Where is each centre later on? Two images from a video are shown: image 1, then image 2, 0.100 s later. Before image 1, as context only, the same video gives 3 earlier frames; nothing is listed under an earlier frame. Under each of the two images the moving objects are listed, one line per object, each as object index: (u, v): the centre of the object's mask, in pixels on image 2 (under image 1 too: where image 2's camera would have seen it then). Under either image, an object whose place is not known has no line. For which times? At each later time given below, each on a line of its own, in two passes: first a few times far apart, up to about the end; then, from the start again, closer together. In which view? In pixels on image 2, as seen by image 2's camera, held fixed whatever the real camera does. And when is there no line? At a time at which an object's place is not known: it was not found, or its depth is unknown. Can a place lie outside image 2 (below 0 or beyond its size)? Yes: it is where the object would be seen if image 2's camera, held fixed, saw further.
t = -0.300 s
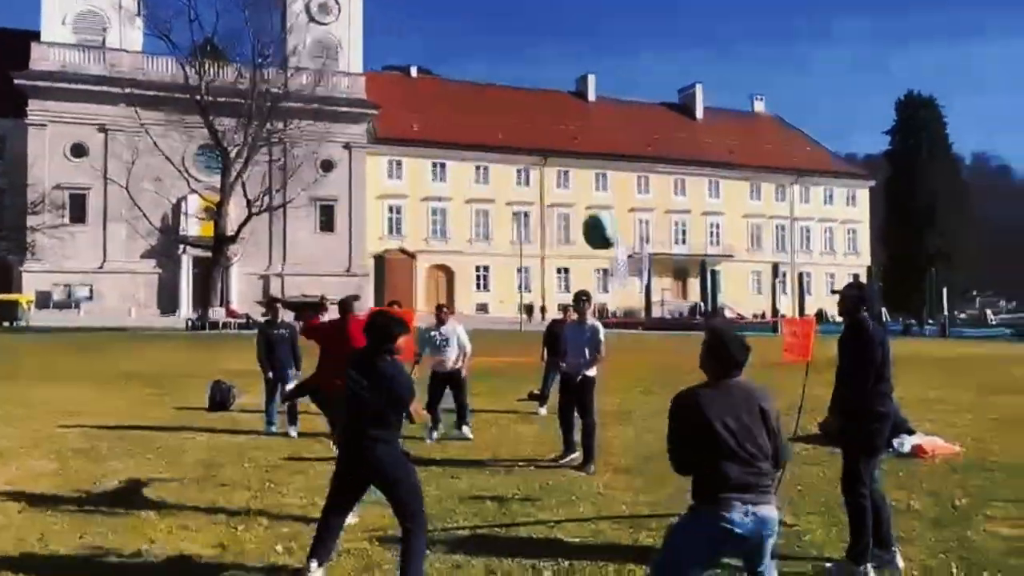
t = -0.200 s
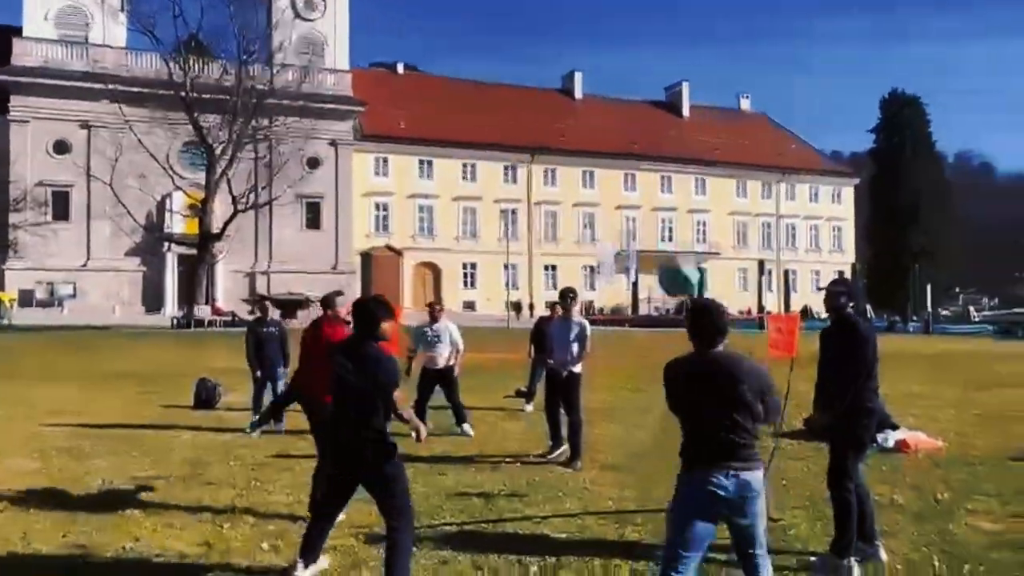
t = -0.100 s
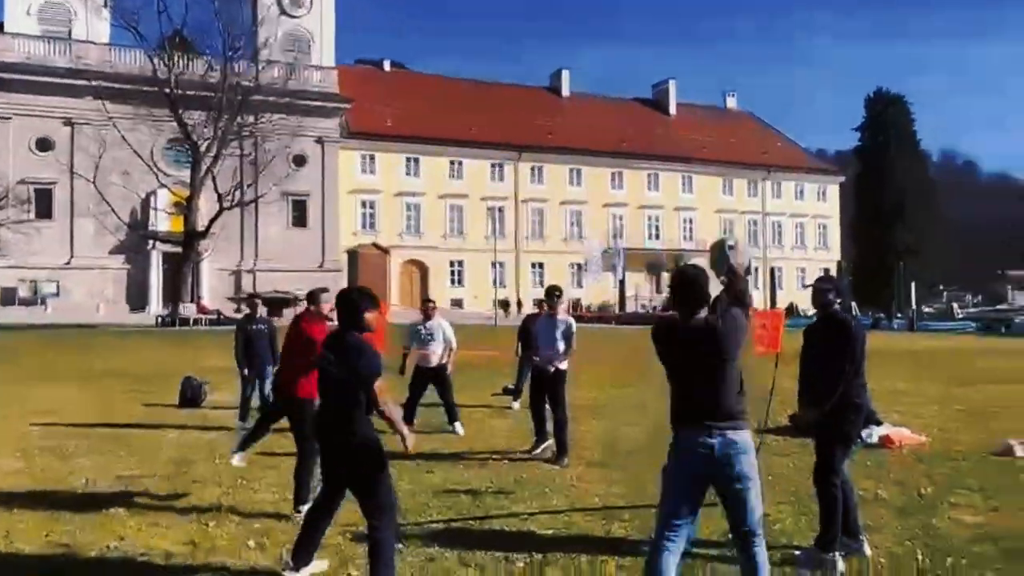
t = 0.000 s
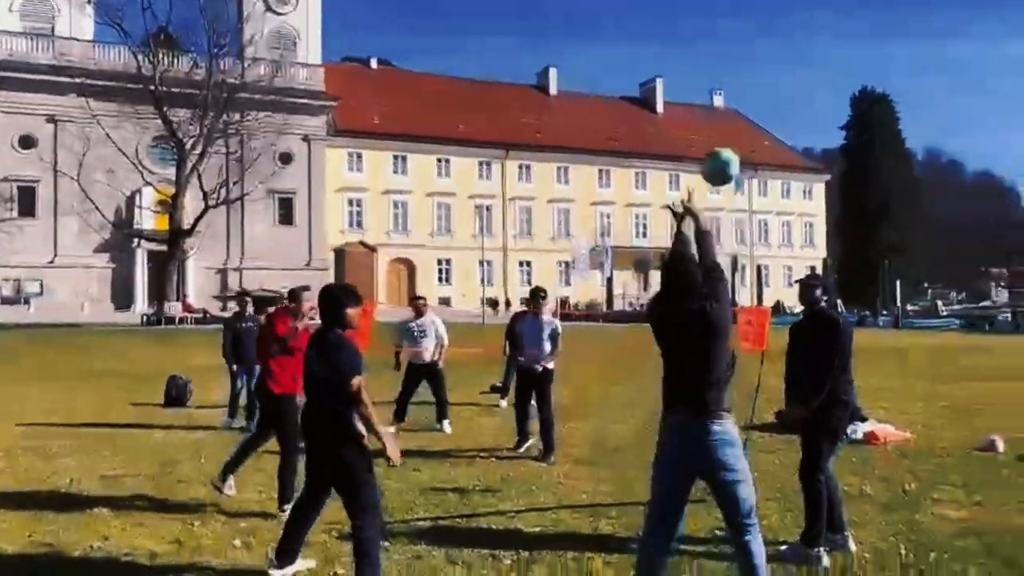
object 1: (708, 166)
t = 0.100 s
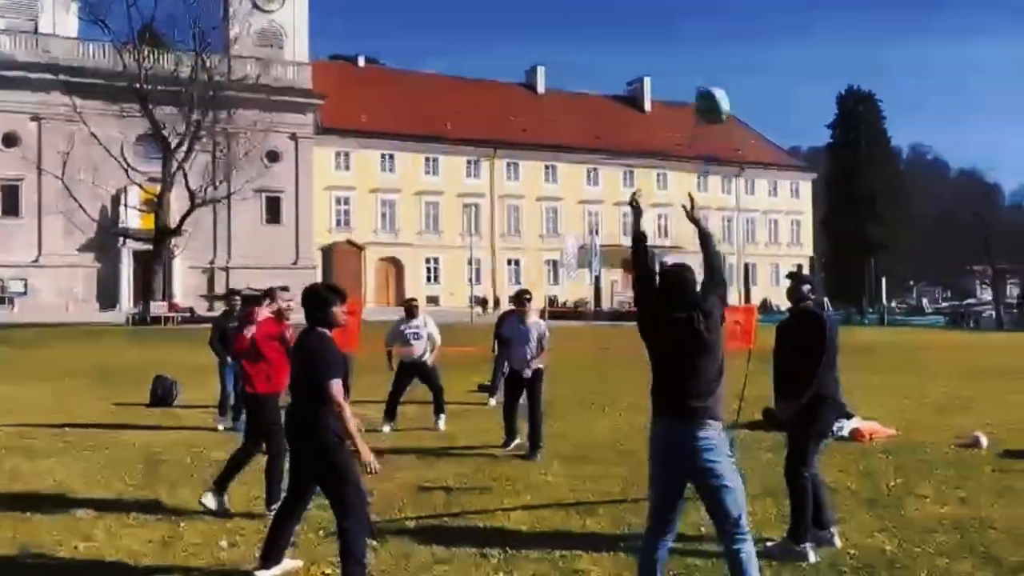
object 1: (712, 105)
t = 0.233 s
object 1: (718, 59)
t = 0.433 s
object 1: (729, 50)
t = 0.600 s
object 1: (737, 84)
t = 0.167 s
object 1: (715, 78)
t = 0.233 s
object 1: (718, 59)
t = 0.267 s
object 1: (720, 53)
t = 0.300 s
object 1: (722, 49)
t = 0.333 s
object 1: (724, 47)
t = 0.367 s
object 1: (726, 46)
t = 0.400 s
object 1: (727, 47)
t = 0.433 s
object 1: (729, 50)
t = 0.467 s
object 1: (731, 54)
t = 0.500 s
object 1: (732, 59)
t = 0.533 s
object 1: (734, 66)
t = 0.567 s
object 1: (736, 74)
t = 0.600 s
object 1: (737, 84)
